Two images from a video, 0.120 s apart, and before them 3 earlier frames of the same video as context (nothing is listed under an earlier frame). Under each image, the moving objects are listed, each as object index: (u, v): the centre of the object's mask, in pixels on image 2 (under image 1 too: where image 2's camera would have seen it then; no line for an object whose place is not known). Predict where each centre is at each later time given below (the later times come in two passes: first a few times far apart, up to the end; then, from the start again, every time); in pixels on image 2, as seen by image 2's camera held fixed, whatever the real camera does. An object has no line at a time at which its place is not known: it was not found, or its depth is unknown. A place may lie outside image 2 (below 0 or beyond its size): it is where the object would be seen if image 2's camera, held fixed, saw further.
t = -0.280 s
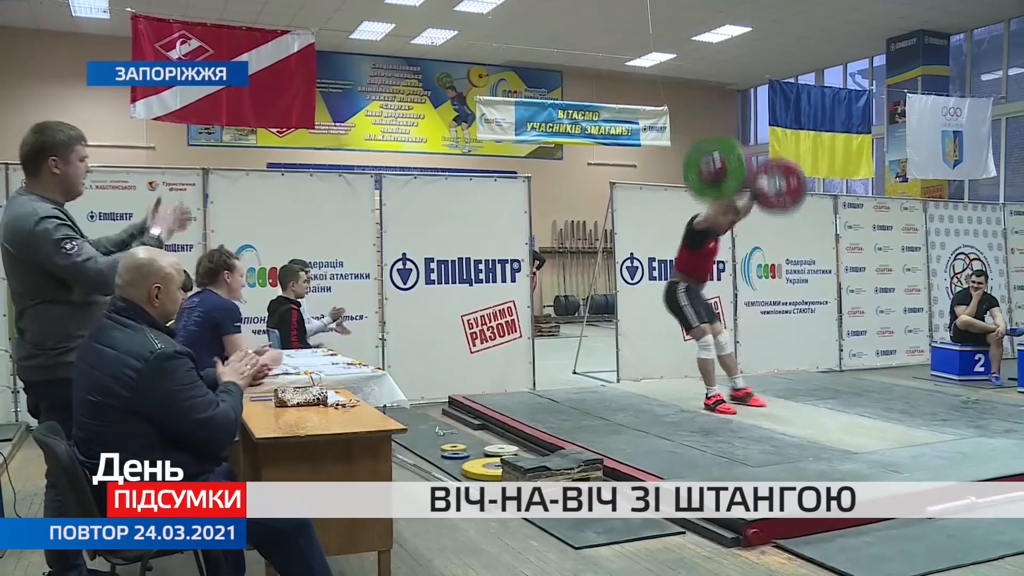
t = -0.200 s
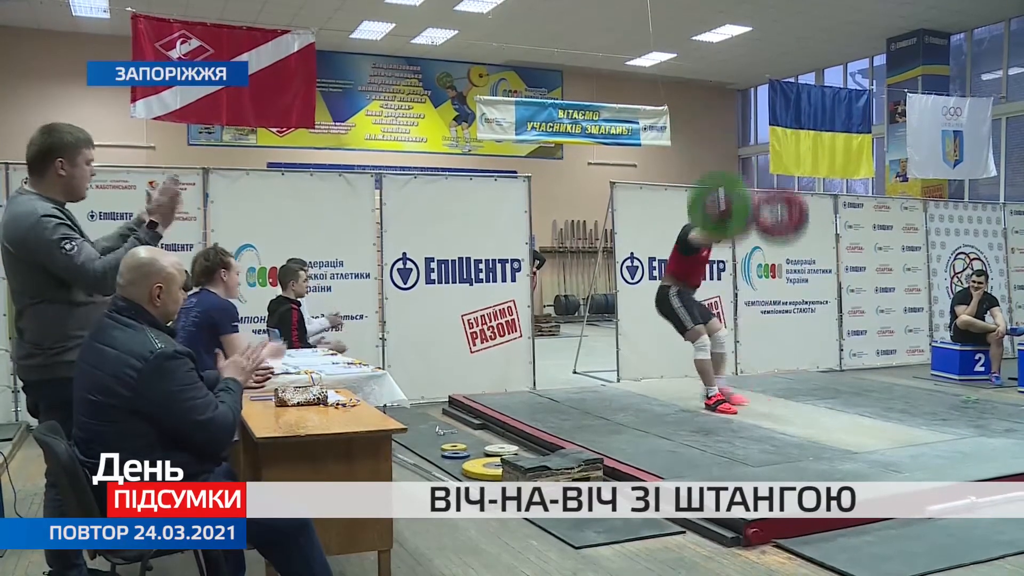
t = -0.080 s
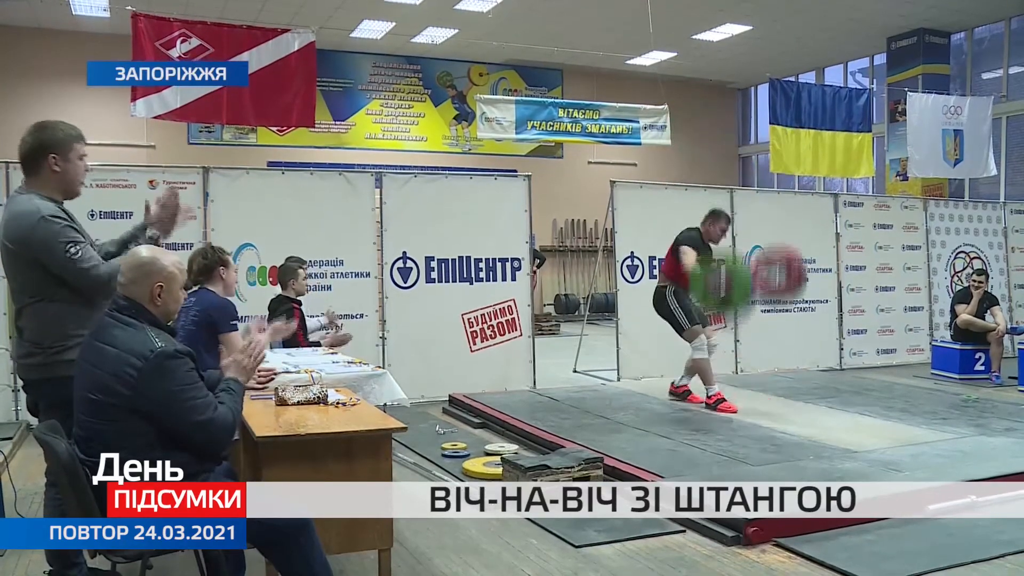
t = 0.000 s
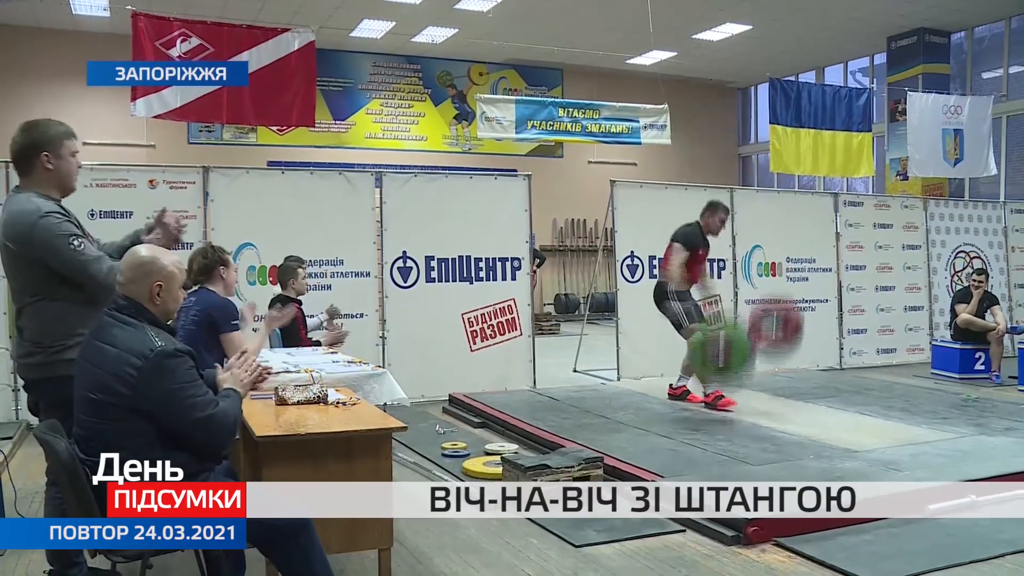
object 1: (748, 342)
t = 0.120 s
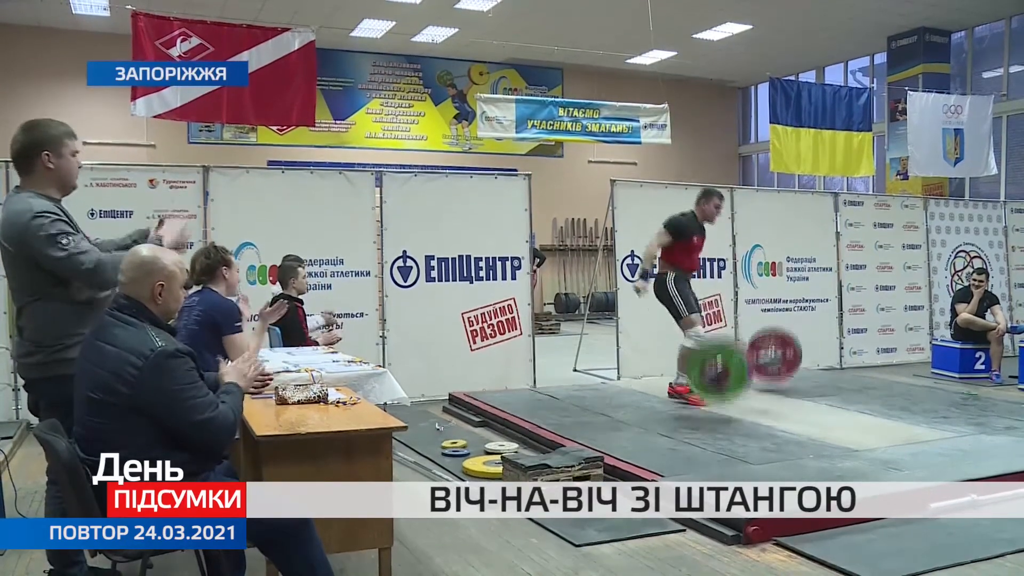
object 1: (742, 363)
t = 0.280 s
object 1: (741, 325)
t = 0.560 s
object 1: (739, 334)
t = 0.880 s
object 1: (734, 370)
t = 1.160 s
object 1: (731, 377)
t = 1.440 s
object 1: (731, 379)
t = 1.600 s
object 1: (731, 378)
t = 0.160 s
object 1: (742, 351)
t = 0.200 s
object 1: (742, 340)
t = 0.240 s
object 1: (741, 331)
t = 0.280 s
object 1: (741, 325)
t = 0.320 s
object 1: (740, 319)
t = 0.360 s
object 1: (740, 317)
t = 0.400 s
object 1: (740, 316)
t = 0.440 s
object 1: (740, 318)
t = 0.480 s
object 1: (740, 321)
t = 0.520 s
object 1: (739, 326)
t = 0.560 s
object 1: (739, 334)
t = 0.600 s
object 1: (739, 343)
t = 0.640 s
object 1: (739, 351)
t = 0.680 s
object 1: (738, 357)
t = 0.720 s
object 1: (737, 363)
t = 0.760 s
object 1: (735, 374)
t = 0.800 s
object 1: (735, 374)
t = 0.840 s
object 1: (734, 371)
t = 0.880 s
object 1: (734, 370)
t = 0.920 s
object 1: (734, 370)
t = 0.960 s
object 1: (733, 369)
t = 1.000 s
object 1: (733, 371)
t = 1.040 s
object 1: (733, 374)
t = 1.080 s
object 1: (732, 378)
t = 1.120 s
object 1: (732, 379)
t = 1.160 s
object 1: (731, 377)
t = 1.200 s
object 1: (731, 377)
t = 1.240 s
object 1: (731, 378)
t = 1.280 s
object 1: (731, 379)
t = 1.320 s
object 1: (731, 378)
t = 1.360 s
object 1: (731, 379)
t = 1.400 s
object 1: (731, 379)
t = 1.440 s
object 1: (731, 379)
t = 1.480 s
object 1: (731, 379)
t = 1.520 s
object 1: (731, 378)
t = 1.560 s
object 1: (730, 378)
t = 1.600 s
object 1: (731, 378)
